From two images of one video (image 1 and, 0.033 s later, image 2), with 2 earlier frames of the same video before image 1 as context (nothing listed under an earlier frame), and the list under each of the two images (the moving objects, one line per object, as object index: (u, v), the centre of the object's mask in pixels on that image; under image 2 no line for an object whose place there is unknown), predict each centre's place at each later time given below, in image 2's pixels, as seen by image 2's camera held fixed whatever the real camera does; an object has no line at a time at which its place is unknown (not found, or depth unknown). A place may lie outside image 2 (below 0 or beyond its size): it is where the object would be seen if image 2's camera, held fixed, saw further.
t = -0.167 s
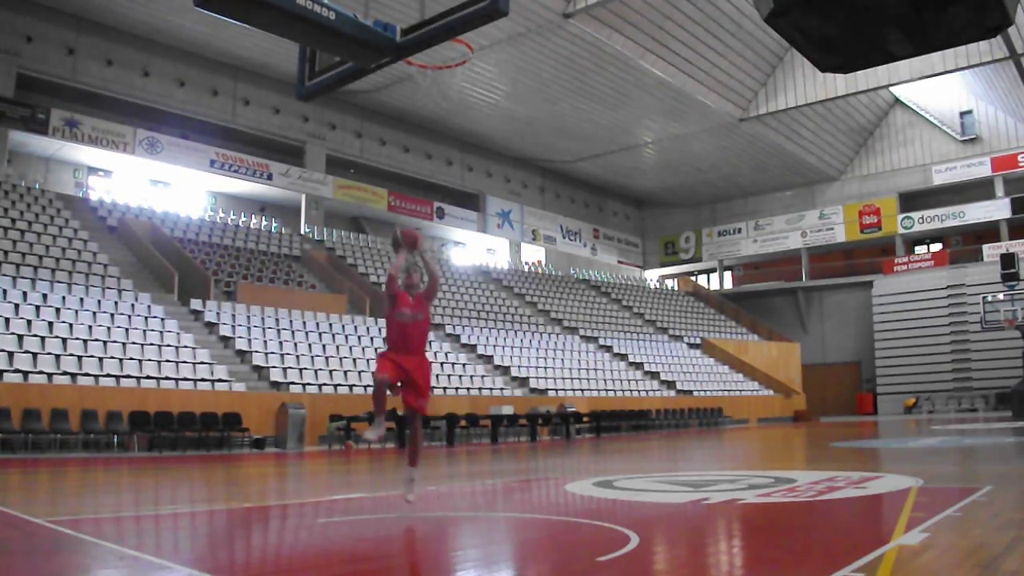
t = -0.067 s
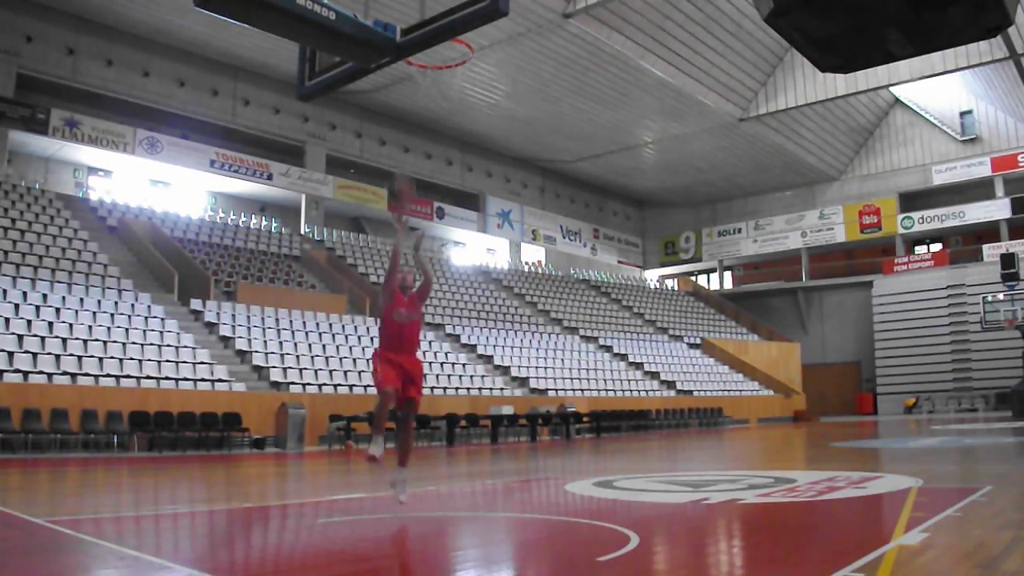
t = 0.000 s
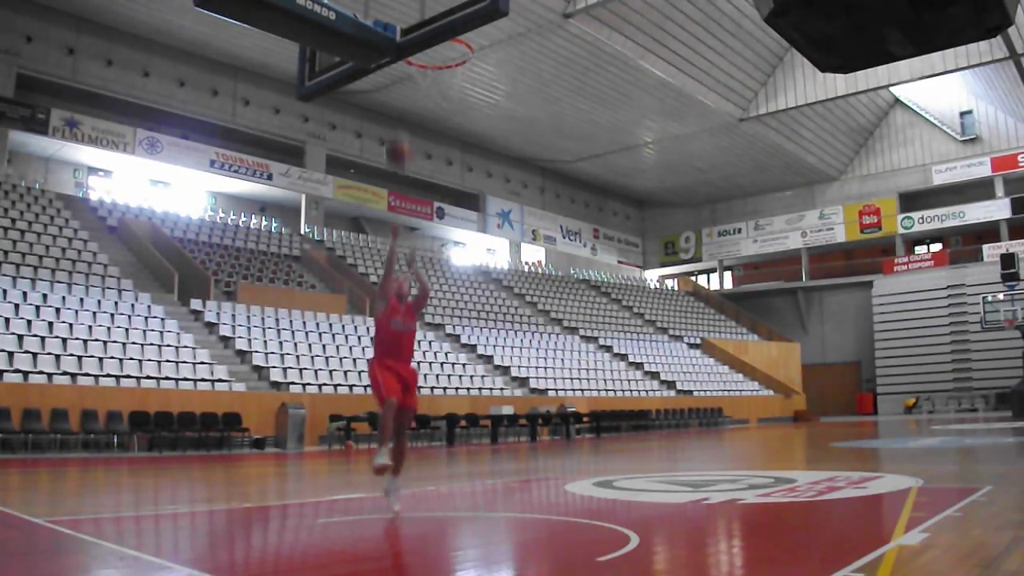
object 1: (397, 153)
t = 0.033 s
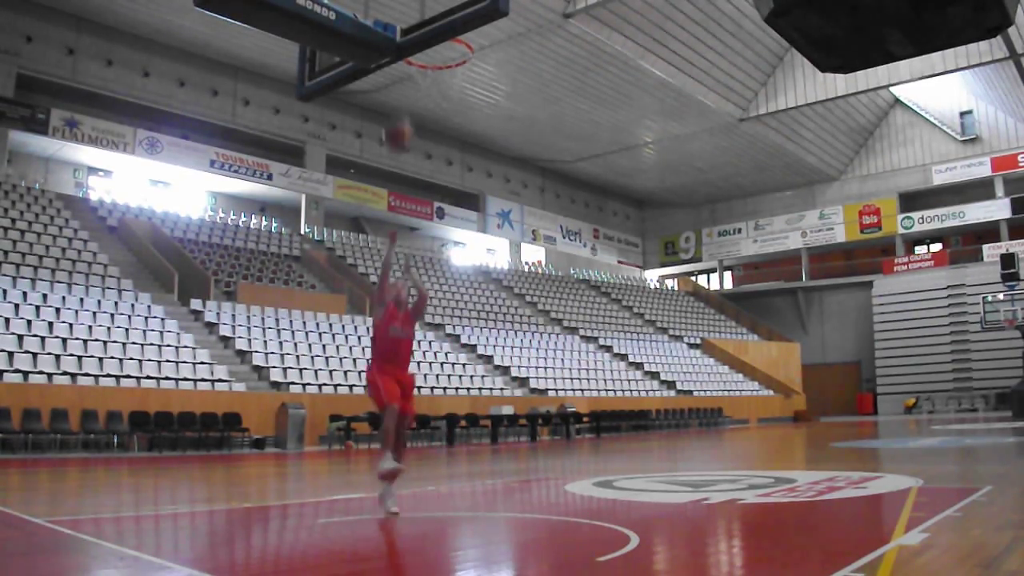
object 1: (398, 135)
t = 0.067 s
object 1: (398, 118)
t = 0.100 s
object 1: (396, 102)
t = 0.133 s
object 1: (396, 87)
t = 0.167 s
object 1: (396, 76)
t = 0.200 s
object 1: (396, 70)
